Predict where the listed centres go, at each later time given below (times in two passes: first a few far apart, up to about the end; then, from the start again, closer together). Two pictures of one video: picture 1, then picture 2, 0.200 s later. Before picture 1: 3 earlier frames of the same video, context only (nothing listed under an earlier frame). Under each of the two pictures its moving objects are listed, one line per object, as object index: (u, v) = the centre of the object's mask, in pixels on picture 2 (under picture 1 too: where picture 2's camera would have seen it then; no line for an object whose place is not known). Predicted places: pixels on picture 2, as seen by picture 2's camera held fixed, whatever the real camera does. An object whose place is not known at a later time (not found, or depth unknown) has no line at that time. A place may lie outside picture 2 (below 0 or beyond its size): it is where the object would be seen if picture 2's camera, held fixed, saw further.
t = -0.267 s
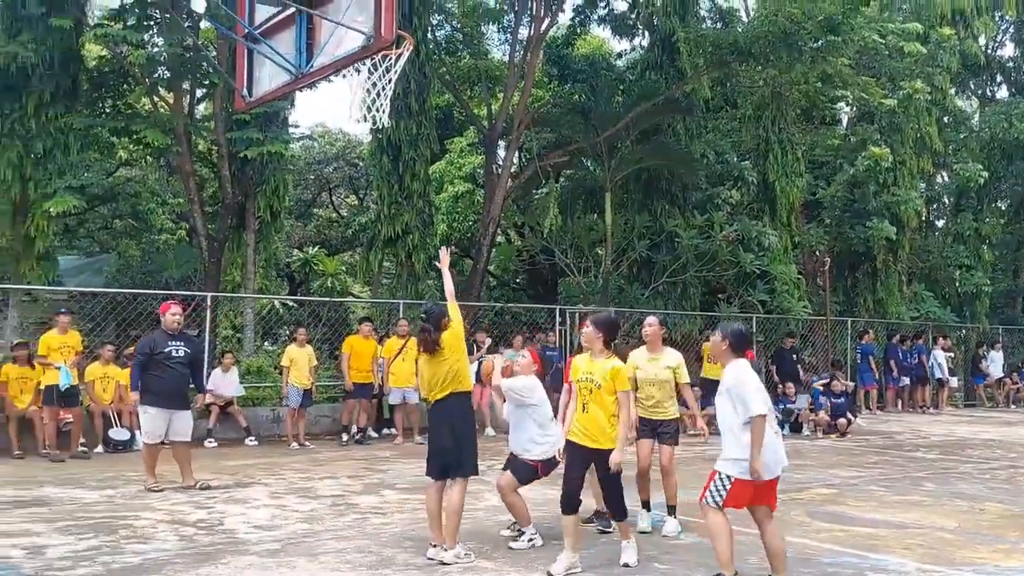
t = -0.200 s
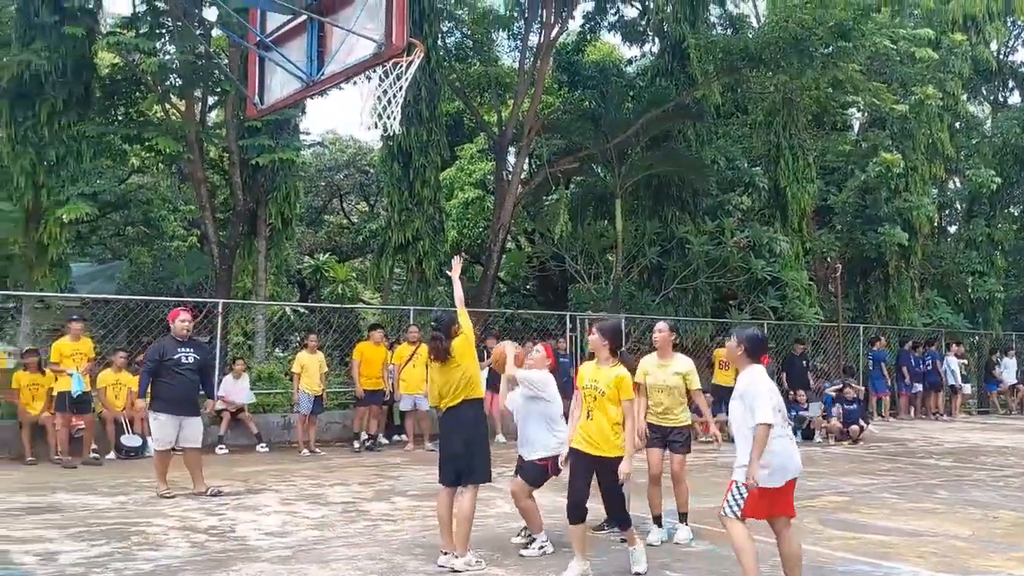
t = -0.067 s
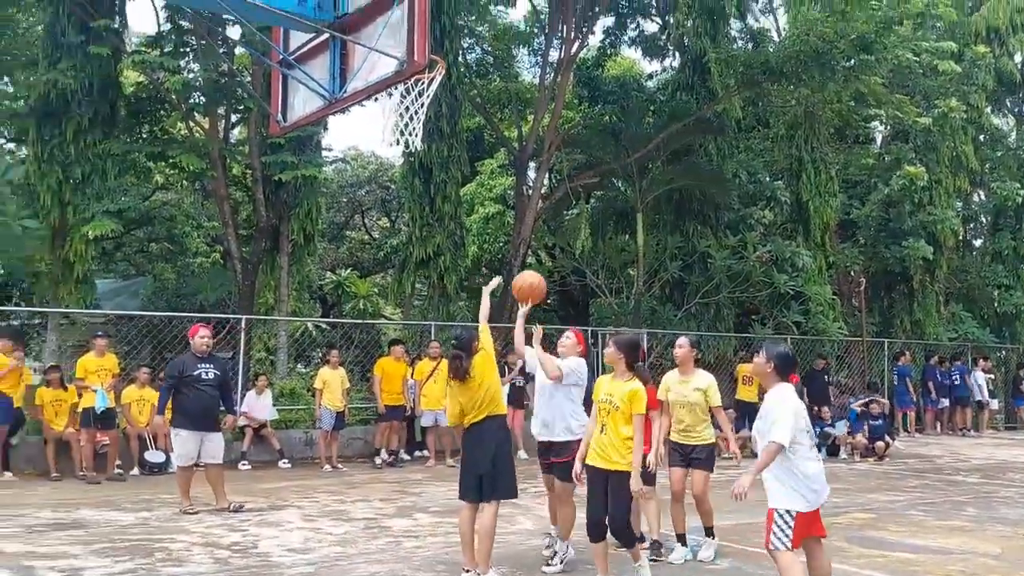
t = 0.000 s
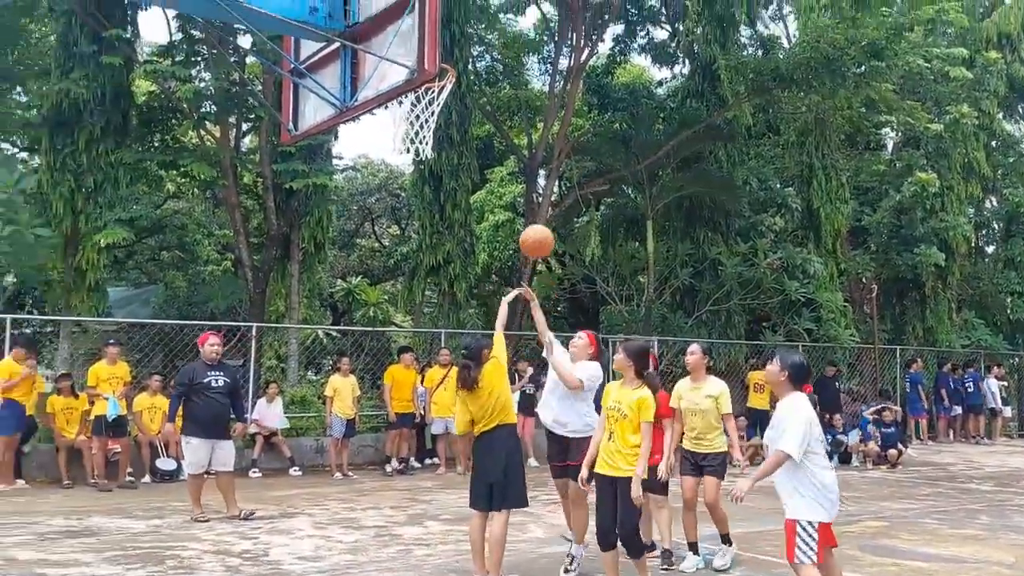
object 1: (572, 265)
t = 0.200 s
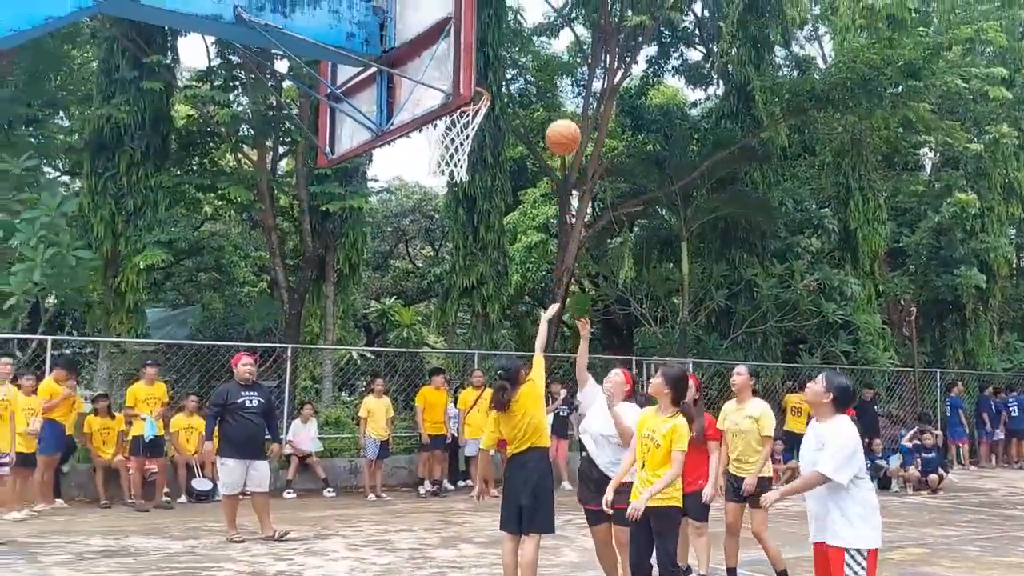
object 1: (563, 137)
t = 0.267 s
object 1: (560, 106)
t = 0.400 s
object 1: (556, 62)
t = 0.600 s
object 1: (548, 39)
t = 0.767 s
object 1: (539, 64)
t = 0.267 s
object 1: (560, 106)
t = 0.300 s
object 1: (559, 92)
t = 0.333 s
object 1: (558, 80)
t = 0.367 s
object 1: (557, 71)
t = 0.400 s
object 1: (556, 62)
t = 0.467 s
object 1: (553, 48)
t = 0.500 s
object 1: (551, 43)
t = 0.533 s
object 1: (549, 40)
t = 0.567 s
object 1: (548, 39)
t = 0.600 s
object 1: (548, 39)
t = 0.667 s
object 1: (544, 43)
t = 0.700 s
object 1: (542, 49)
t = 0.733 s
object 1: (540, 55)
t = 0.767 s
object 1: (539, 64)
